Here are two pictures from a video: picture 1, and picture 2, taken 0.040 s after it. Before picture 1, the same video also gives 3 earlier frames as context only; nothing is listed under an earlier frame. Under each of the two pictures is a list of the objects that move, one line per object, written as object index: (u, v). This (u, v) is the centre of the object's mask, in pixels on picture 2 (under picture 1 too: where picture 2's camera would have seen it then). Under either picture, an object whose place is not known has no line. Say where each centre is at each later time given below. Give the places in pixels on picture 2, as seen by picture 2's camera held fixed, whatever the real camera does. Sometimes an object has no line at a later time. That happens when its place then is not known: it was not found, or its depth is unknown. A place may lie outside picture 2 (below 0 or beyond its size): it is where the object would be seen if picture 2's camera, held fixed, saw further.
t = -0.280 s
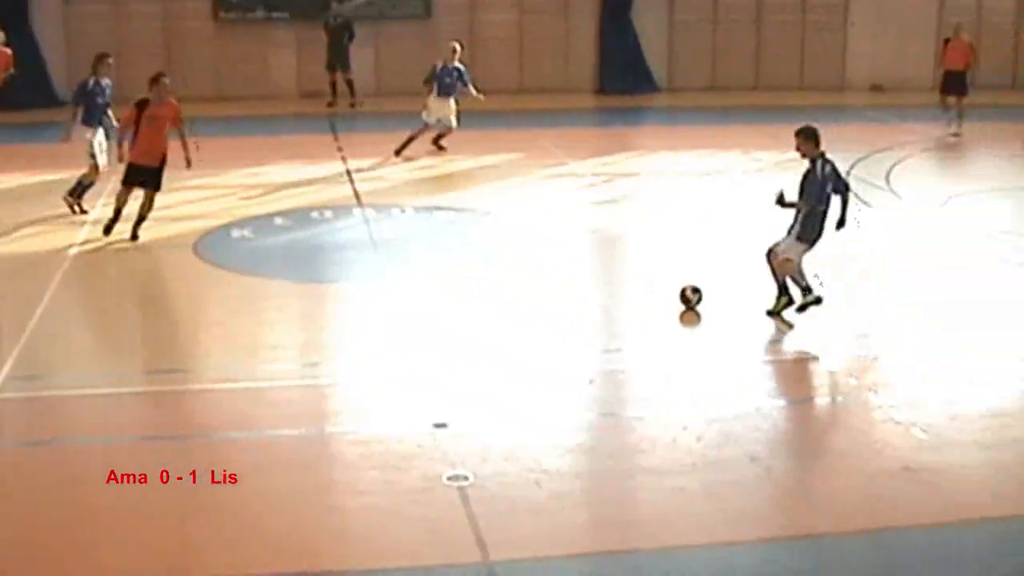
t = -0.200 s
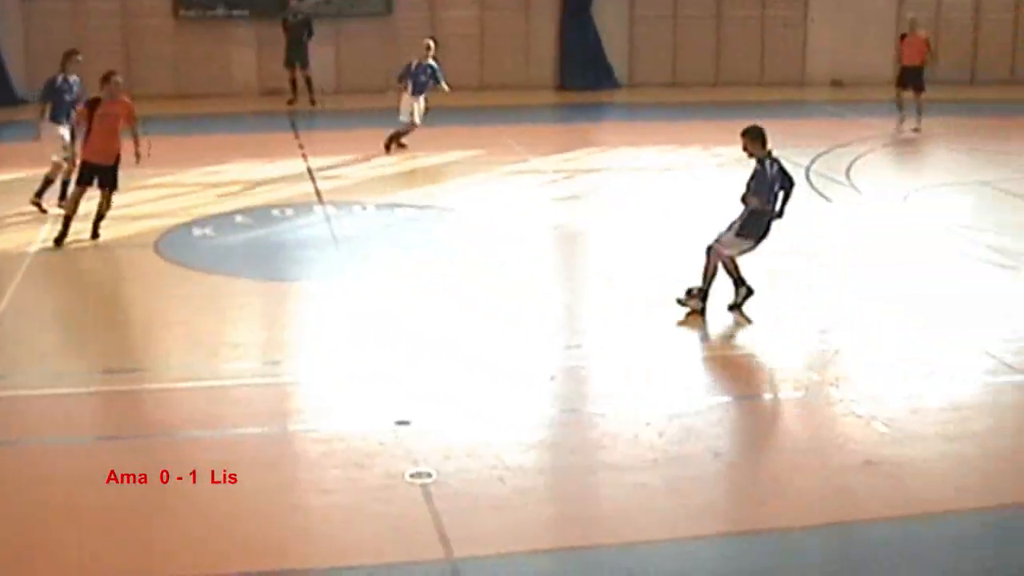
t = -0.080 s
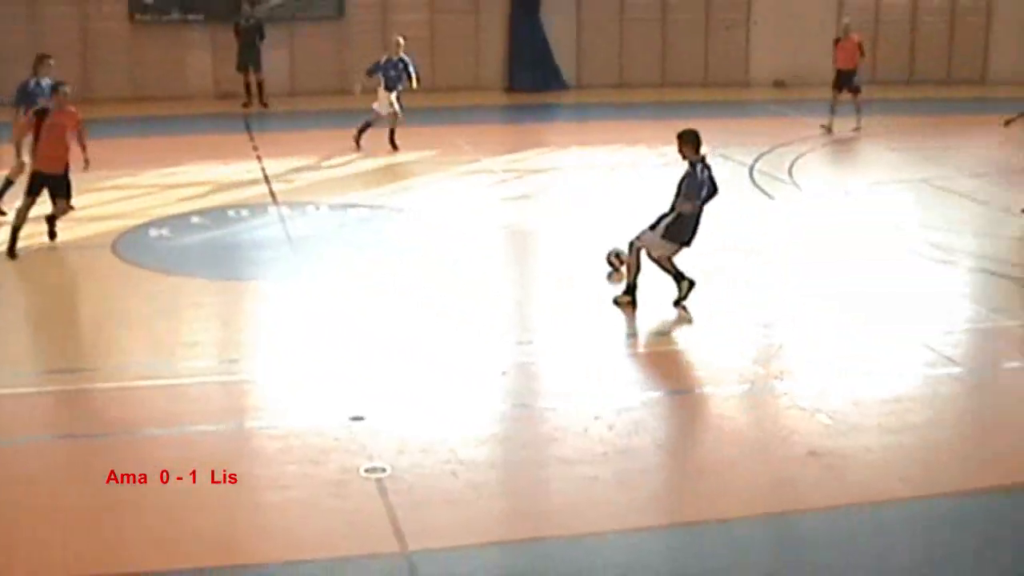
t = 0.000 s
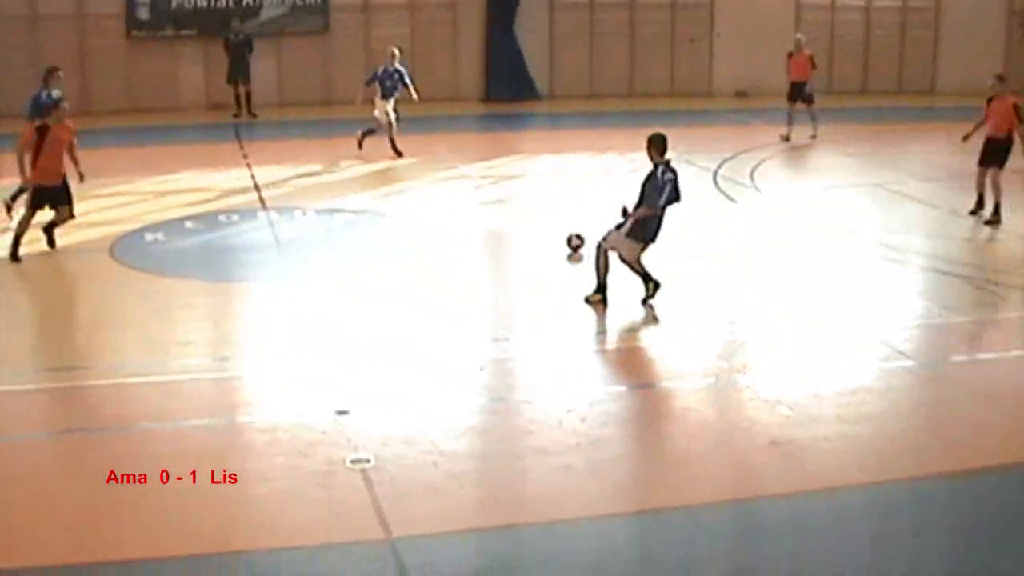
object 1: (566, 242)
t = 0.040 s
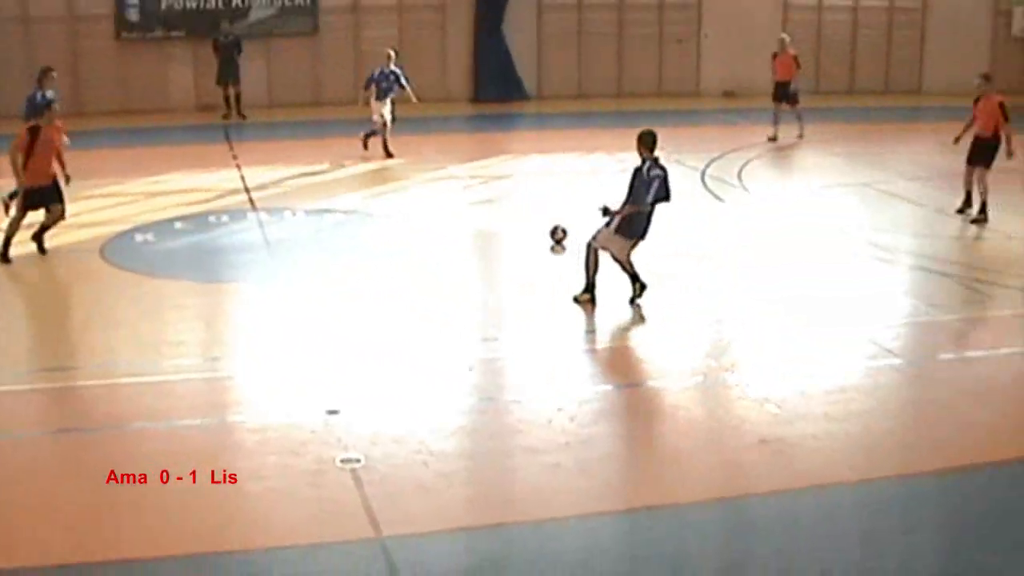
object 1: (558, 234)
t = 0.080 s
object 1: (552, 227)
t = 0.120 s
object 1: (546, 221)
